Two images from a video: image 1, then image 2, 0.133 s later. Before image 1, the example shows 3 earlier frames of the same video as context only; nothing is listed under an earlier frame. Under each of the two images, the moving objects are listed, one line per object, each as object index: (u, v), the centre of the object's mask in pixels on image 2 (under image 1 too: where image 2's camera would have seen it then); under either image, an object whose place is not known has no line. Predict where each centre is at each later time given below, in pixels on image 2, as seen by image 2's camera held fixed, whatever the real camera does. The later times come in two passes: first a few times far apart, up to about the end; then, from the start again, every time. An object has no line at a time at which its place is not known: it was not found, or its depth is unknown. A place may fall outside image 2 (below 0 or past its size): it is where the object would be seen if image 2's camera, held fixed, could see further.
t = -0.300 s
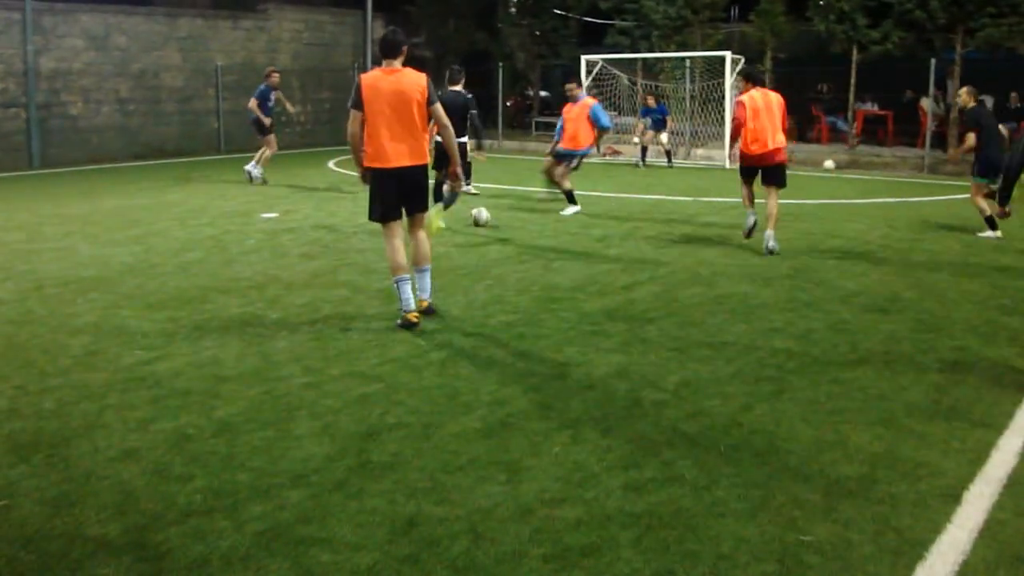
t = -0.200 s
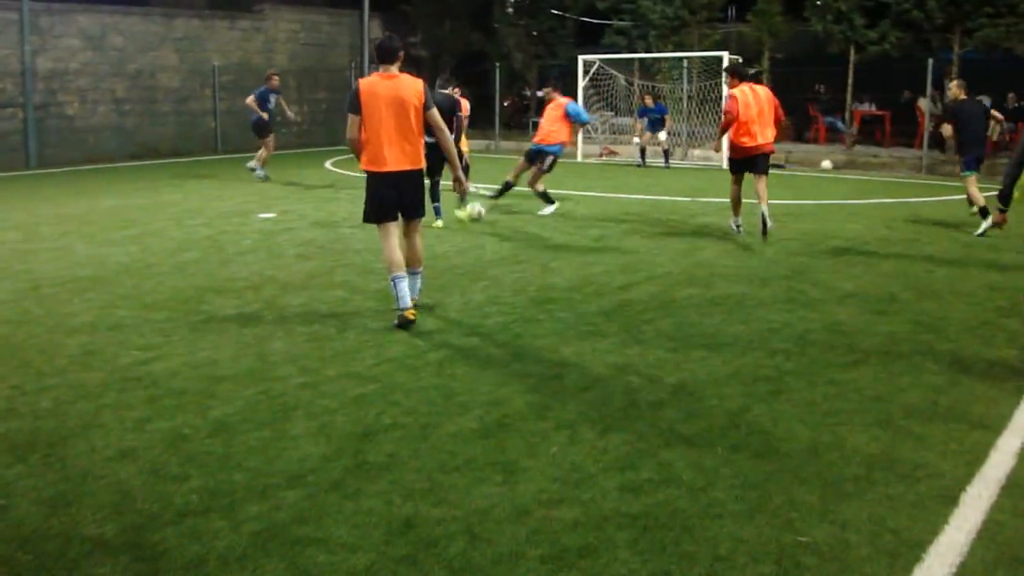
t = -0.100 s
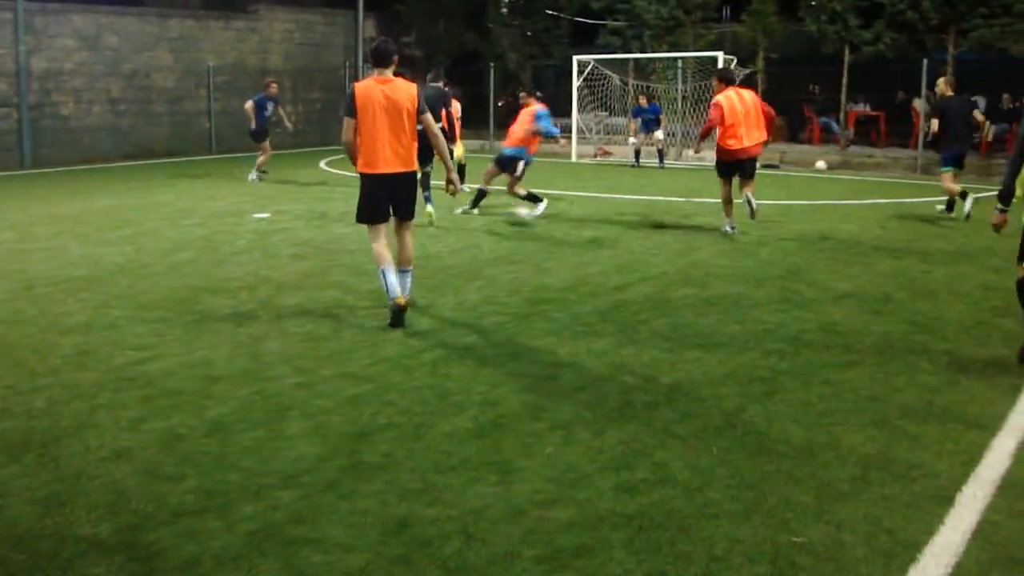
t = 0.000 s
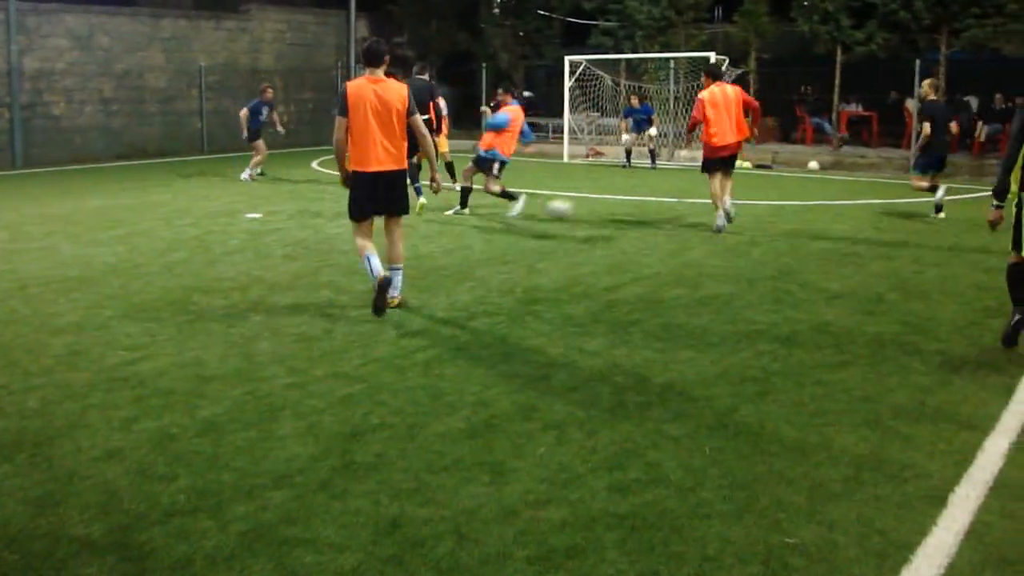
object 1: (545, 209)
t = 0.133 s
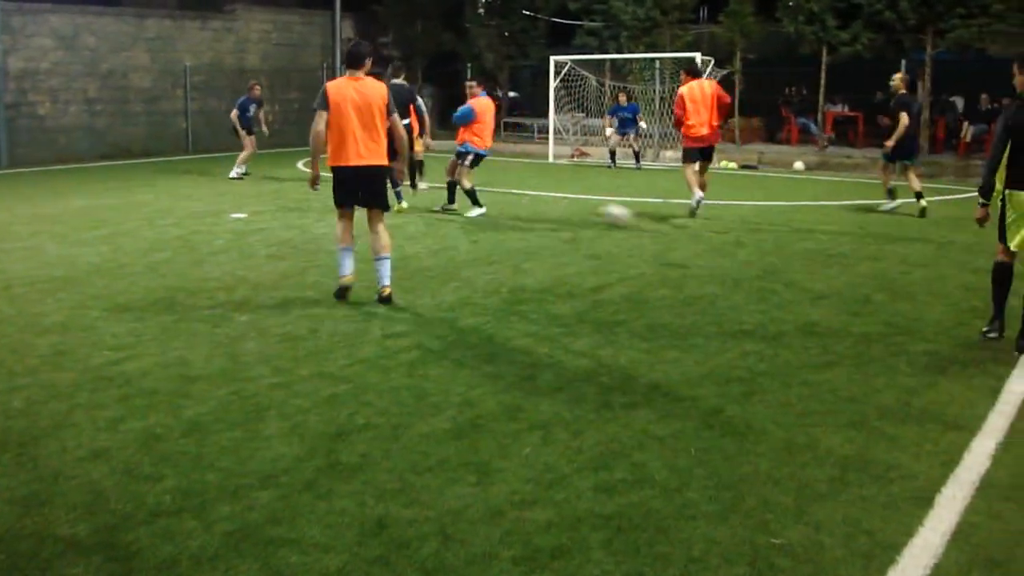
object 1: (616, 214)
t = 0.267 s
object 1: (706, 245)
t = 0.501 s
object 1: (886, 291)
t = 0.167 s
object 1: (637, 219)
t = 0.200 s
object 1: (659, 226)
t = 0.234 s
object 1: (681, 234)
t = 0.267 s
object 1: (706, 245)
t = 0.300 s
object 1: (733, 257)
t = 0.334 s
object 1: (760, 269)
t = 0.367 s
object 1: (787, 285)
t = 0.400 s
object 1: (811, 286)
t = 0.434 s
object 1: (835, 285)
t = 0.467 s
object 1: (860, 287)
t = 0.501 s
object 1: (886, 291)
